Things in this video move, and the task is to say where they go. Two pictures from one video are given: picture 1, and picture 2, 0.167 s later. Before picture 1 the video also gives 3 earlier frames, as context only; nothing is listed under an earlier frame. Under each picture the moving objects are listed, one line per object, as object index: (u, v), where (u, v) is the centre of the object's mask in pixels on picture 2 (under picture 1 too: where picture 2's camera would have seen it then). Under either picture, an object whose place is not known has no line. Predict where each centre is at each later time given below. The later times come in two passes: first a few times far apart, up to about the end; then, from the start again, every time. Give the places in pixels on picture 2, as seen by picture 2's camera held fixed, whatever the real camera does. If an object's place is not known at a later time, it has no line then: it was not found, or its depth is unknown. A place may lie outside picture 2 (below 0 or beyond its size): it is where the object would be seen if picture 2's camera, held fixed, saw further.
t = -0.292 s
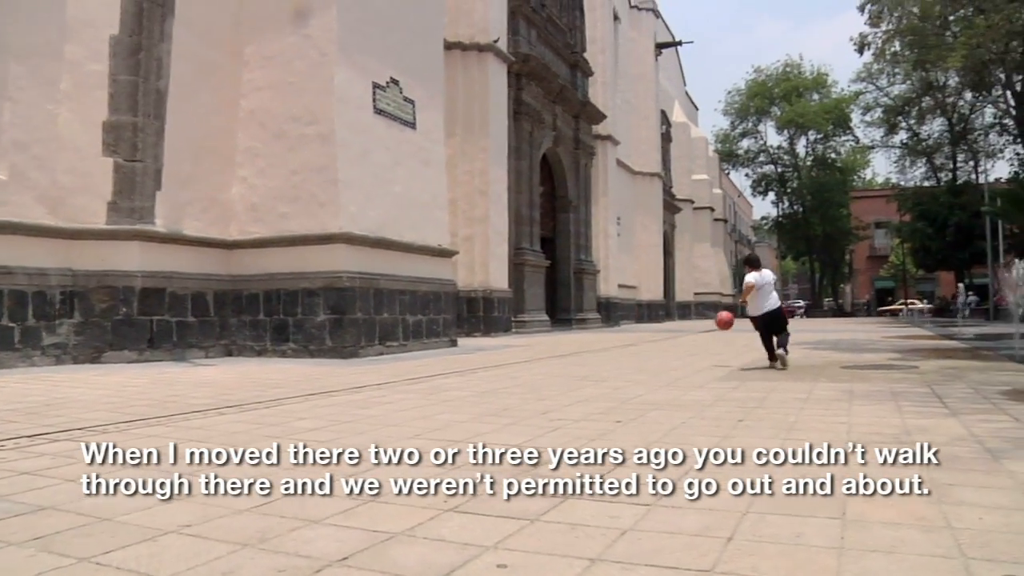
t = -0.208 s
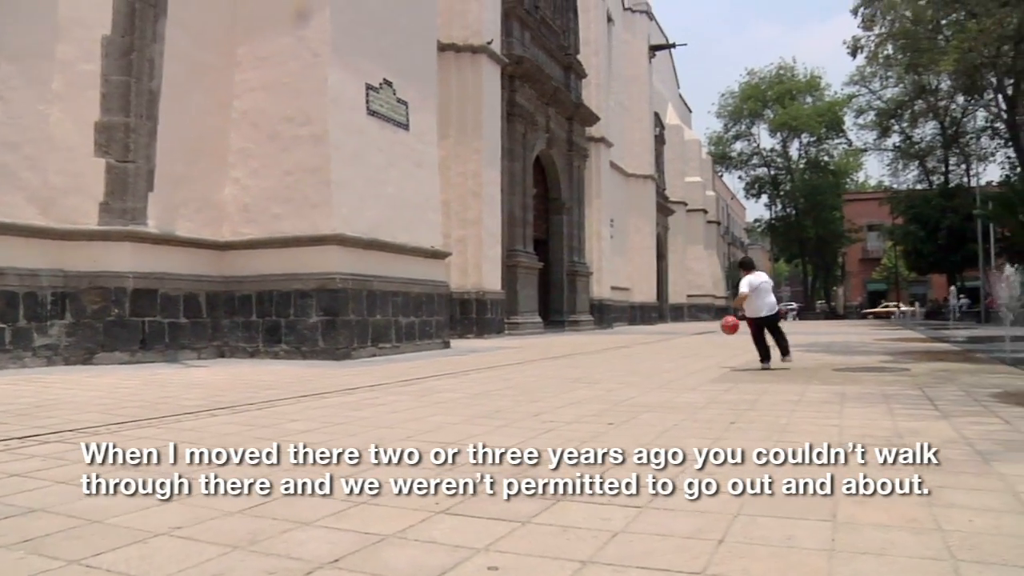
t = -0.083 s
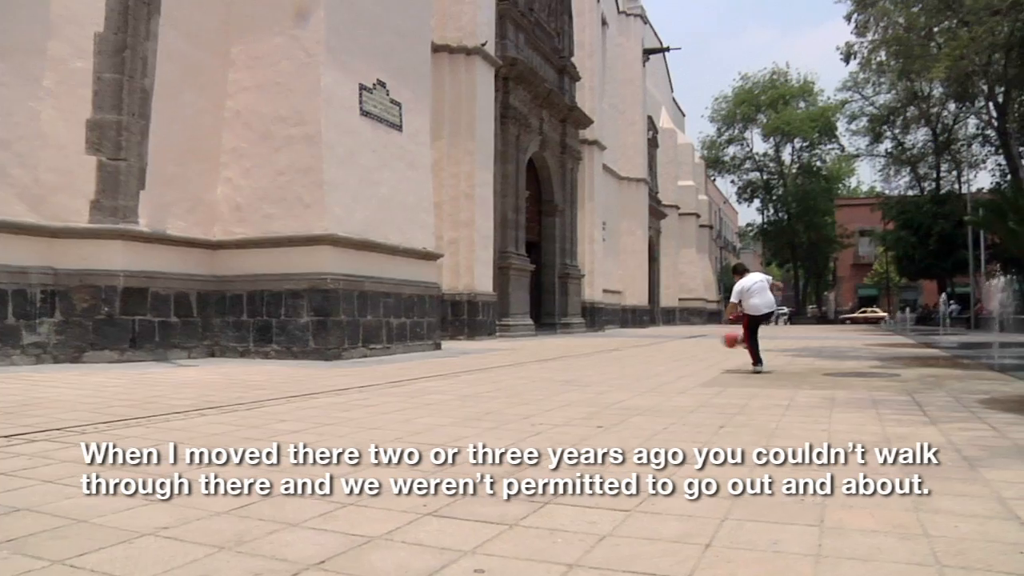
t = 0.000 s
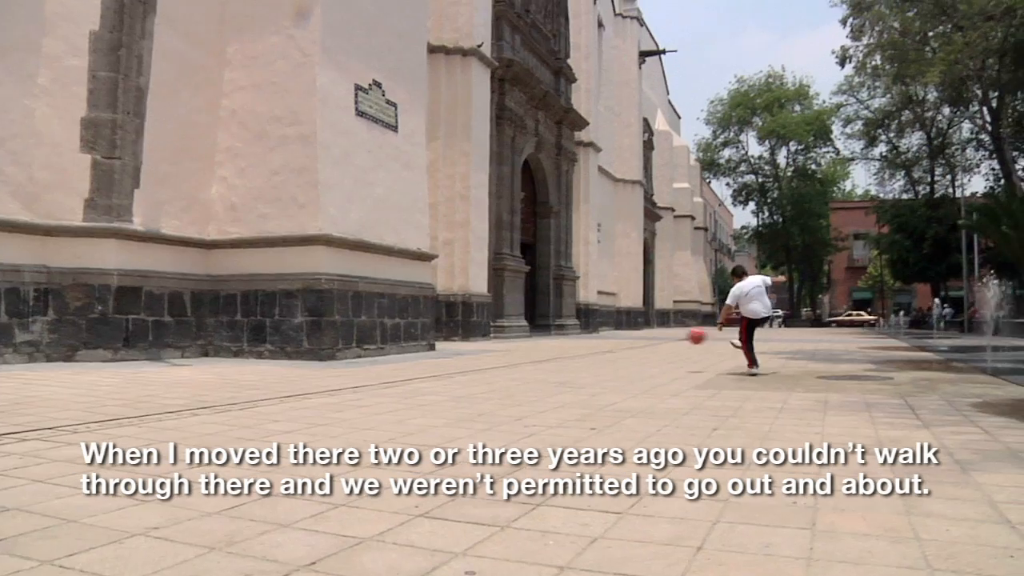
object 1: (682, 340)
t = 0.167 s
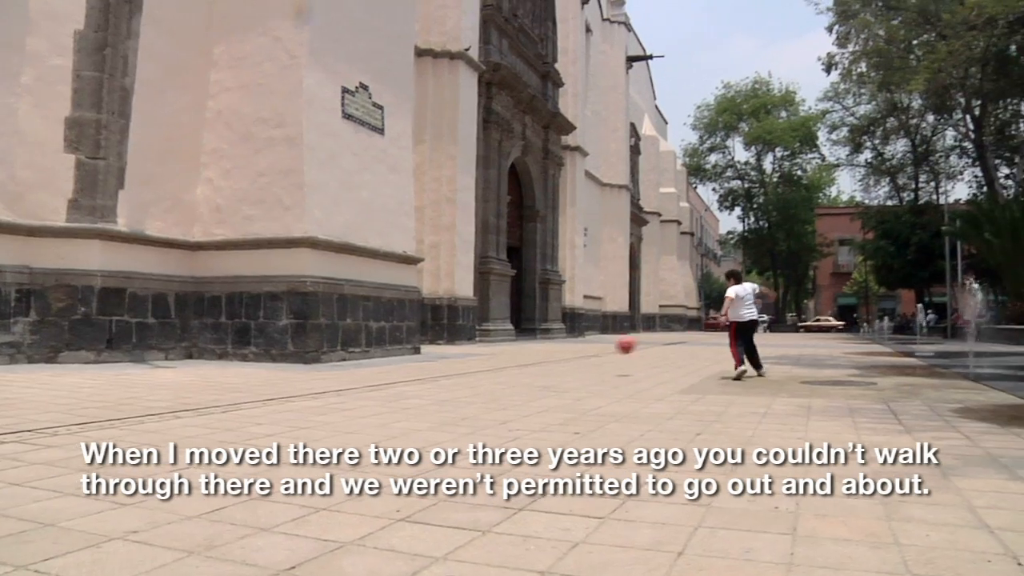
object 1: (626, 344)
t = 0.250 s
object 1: (597, 356)
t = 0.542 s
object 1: (541, 343)
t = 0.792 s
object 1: (503, 361)
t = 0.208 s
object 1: (611, 351)
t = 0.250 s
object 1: (597, 356)
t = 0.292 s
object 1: (584, 363)
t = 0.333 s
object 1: (575, 362)
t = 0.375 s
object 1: (567, 355)
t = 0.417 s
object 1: (560, 350)
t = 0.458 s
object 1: (554, 346)
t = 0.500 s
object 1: (547, 344)
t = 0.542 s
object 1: (541, 343)
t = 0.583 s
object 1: (535, 344)
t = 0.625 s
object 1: (528, 345)
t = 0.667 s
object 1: (522, 349)
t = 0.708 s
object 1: (515, 354)
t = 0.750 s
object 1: (509, 360)
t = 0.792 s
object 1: (503, 361)
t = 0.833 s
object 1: (497, 356)
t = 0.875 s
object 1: (493, 352)
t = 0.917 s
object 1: (487, 349)
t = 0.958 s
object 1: (482, 347)
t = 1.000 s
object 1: (476, 347)
